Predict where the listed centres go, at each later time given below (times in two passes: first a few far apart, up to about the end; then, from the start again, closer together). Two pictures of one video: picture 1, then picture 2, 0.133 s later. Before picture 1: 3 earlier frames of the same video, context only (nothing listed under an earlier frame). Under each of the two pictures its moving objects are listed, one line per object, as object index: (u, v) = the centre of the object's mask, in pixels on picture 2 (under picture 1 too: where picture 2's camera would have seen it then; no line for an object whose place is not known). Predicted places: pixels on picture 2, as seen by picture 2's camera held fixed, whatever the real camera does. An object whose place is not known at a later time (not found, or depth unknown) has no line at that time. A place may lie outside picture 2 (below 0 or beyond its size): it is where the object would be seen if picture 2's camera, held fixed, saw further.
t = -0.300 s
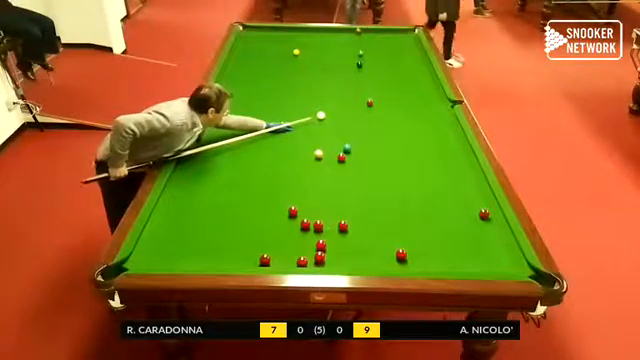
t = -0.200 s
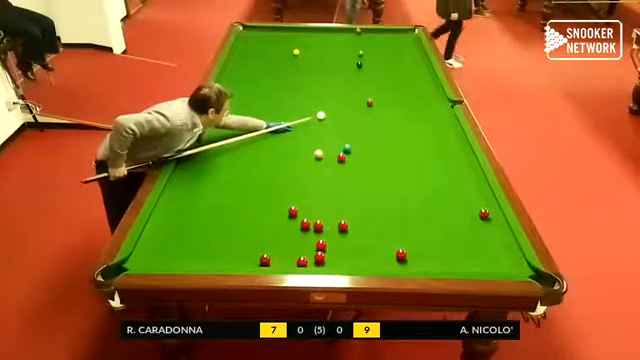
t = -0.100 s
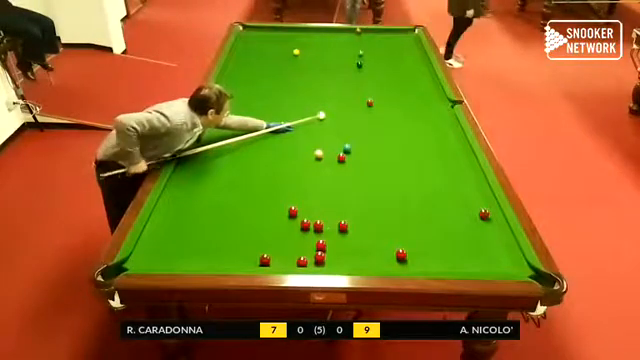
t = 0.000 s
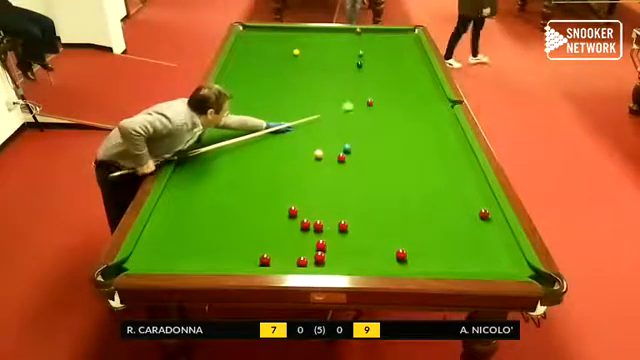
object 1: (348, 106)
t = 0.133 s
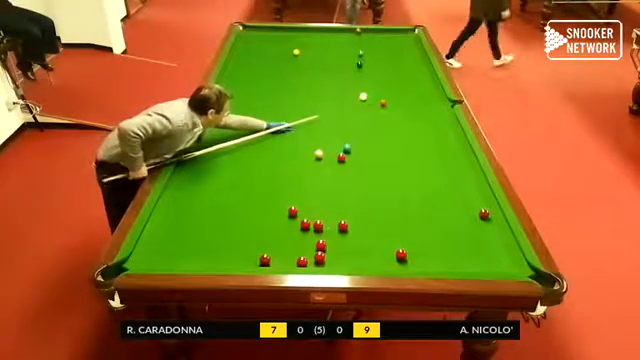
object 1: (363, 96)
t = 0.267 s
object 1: (365, 86)
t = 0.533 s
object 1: (368, 74)
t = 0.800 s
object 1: (370, 61)
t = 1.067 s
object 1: (373, 53)
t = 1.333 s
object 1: (376, 42)
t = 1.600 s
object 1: (378, 33)
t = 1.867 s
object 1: (380, 31)
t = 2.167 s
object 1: (380, 36)
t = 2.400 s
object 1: (380, 38)
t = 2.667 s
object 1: (380, 43)
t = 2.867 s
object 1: (380, 49)
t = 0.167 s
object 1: (363, 94)
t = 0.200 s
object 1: (364, 92)
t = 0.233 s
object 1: (364, 90)
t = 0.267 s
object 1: (365, 86)
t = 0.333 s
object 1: (365, 85)
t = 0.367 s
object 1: (366, 83)
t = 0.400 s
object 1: (366, 81)
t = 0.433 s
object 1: (367, 79)
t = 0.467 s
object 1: (367, 78)
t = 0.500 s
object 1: (367, 76)
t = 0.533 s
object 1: (368, 74)
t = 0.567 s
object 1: (368, 73)
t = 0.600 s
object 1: (369, 71)
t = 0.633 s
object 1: (369, 69)
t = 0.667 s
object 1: (369, 68)
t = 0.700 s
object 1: (369, 67)
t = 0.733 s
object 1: (370, 65)
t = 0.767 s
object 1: (370, 64)
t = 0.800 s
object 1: (370, 61)
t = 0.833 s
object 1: (371, 60)
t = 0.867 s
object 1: (371, 59)
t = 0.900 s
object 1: (372, 58)
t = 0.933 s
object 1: (372, 58)
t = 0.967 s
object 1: (372, 56)
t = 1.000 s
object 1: (373, 55)
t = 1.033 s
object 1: (373, 53)
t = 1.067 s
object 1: (373, 53)
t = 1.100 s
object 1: (374, 49)
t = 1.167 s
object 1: (375, 48)
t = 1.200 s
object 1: (375, 44)
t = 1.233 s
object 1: (375, 44)
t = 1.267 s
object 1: (376, 44)
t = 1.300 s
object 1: (376, 44)
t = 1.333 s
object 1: (376, 42)
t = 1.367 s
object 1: (376, 41)
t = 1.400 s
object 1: (377, 40)
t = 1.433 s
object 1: (376, 39)
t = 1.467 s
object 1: (377, 38)
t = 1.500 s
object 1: (378, 36)
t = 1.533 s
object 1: (378, 36)
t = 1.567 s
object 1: (378, 35)
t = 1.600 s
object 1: (378, 33)
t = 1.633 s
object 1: (379, 33)
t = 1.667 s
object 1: (379, 32)
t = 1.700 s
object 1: (379, 31)
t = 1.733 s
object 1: (380, 29)
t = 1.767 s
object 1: (379, 29)
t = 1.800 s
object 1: (380, 29)
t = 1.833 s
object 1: (380, 29)
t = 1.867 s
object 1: (380, 31)
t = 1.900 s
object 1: (380, 31)
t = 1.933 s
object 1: (379, 33)
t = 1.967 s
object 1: (379, 33)
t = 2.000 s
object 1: (380, 33)
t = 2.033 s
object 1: (380, 34)
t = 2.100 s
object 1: (380, 35)
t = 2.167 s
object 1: (380, 36)
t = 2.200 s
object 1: (380, 36)
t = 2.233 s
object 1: (380, 37)
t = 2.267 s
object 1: (380, 37)
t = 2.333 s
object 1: (380, 39)
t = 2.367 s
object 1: (380, 39)
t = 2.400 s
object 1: (380, 38)
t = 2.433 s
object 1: (380, 40)
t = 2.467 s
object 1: (380, 40)
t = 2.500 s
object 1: (380, 42)
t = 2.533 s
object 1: (380, 42)
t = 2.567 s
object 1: (380, 43)
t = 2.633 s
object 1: (380, 43)
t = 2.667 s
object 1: (380, 43)
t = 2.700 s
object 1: (380, 45)
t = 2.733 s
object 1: (380, 45)
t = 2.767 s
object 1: (380, 44)
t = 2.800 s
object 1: (380, 46)
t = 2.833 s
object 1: (380, 46)
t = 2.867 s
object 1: (380, 49)
